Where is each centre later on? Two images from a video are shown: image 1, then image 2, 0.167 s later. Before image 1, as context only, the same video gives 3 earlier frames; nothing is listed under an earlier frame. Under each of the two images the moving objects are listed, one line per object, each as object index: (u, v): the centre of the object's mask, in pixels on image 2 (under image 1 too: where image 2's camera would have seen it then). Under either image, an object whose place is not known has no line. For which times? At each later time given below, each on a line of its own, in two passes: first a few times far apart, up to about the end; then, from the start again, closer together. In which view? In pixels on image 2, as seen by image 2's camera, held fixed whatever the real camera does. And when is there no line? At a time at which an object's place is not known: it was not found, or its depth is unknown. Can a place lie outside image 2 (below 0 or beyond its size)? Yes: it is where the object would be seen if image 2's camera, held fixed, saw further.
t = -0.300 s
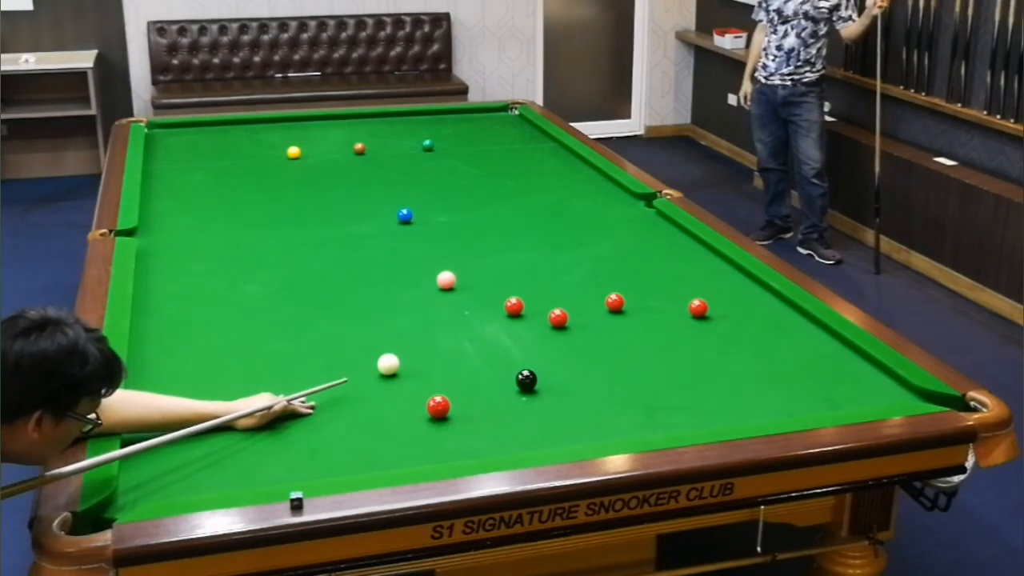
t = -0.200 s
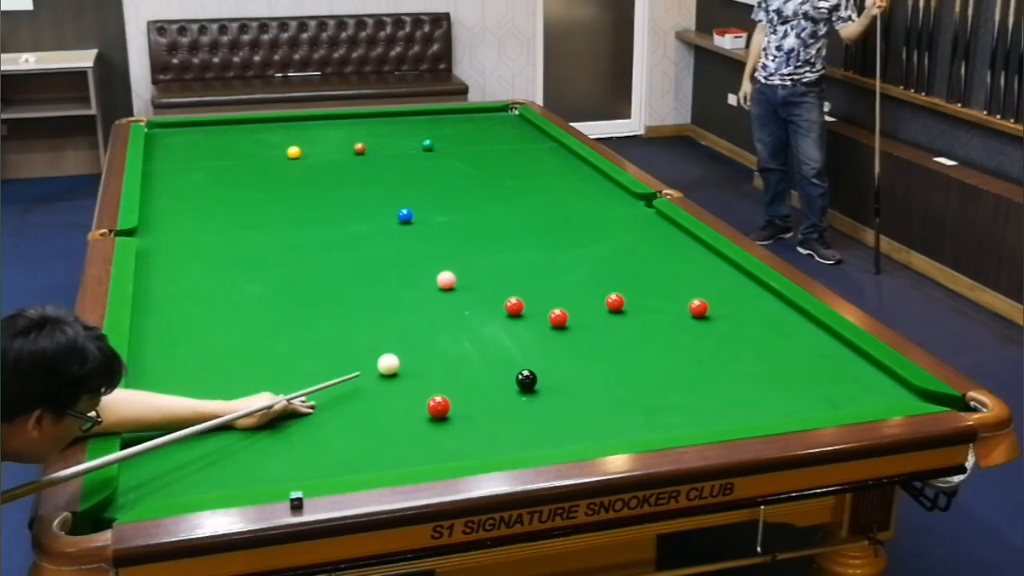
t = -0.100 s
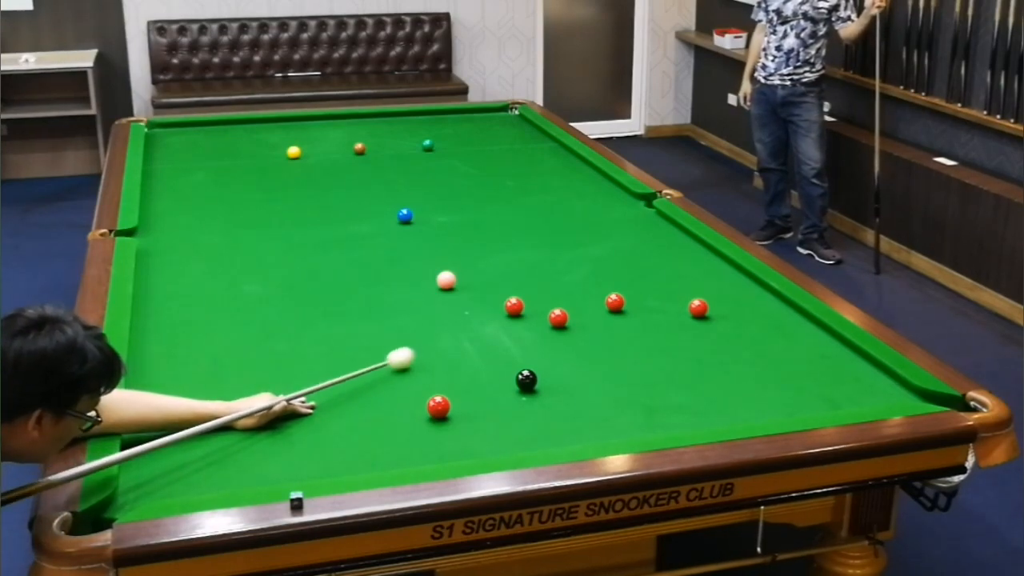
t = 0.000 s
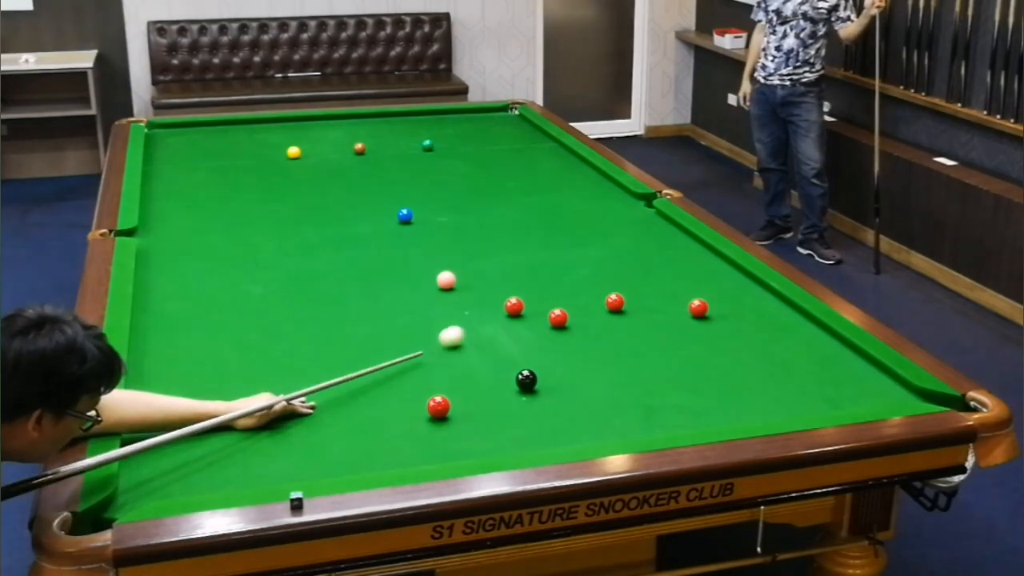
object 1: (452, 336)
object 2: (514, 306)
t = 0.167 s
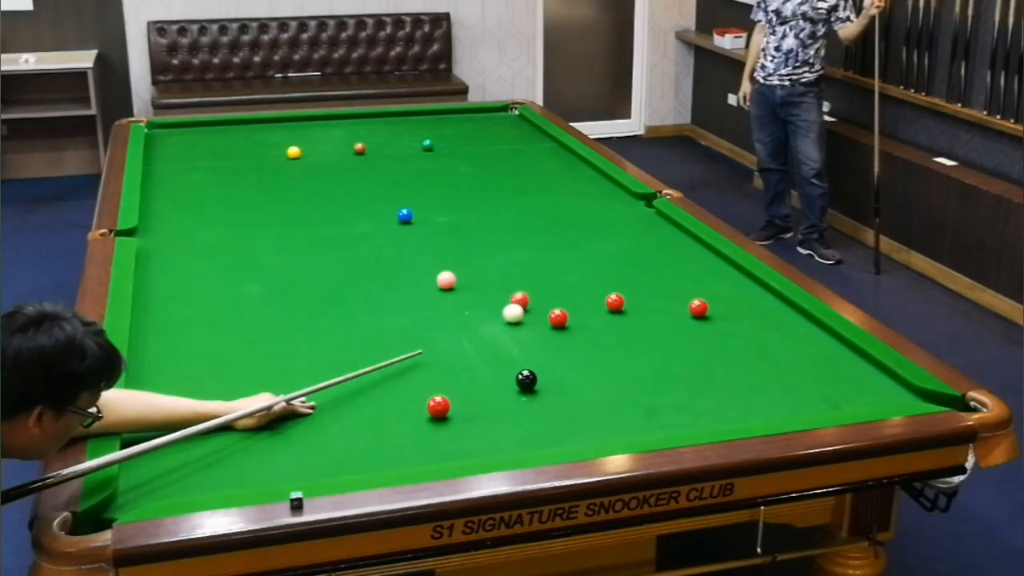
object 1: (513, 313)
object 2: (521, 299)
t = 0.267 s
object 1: (533, 313)
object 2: (535, 287)
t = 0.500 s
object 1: (574, 304)
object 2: (560, 263)
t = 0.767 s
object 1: (604, 294)
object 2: (585, 240)
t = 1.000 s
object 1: (621, 285)
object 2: (603, 223)
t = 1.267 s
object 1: (638, 275)
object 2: (622, 206)
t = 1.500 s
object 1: (651, 268)
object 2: (625, 196)
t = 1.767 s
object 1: (665, 260)
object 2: (589, 198)
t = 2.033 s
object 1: (678, 253)
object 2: (555, 201)
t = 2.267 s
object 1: (688, 247)
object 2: (526, 203)
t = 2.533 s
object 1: (697, 242)
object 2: (495, 204)
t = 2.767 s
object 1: (687, 241)
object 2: (471, 206)
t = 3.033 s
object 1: (675, 239)
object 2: (441, 208)
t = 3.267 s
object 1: (666, 238)
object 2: (417, 209)
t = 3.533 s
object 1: (658, 237)
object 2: (388, 212)
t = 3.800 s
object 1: (652, 236)
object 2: (363, 213)
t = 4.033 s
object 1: (647, 235)
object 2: (341, 214)
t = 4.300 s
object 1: (644, 235)
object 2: (318, 217)
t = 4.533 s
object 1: (642, 235)
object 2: (299, 218)
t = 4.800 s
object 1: (641, 235)
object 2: (278, 219)
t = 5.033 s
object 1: (642, 235)
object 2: (262, 220)
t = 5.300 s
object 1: (642, 235)
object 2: (245, 222)
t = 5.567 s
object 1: (642, 235)
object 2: (229, 223)
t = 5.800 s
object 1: (642, 235)
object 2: (217, 224)
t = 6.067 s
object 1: (642, 235)
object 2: (204, 225)
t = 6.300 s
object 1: (642, 235)
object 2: (195, 225)
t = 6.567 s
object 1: (642, 235)
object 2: (186, 226)
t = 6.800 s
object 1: (642, 235)
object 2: (179, 226)
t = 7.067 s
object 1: (642, 235)
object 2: (174, 227)
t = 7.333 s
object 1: (642, 235)
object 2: (170, 226)
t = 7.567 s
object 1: (642, 235)
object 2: (171, 226)
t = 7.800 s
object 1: (642, 235)
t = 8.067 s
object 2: (169, 227)
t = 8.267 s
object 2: (169, 227)
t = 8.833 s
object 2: (169, 227)
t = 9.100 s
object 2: (169, 227)
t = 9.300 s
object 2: (169, 227)
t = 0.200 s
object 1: (519, 314)
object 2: (525, 296)
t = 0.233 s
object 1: (526, 313)
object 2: (530, 291)
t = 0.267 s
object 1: (533, 313)
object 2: (535, 287)
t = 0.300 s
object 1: (540, 313)
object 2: (539, 283)
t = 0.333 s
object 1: (546, 311)
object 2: (543, 279)
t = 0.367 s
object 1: (551, 309)
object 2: (546, 276)
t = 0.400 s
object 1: (556, 307)
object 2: (550, 273)
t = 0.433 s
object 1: (562, 305)
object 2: (554, 269)
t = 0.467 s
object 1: (568, 305)
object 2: (557, 266)
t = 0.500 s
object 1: (574, 304)
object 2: (560, 263)
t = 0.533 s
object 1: (578, 303)
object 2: (563, 260)
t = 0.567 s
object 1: (584, 302)
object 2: (567, 257)
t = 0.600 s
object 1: (589, 301)
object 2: (570, 254)
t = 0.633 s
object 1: (593, 300)
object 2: (573, 251)
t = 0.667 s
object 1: (597, 299)
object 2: (576, 248)
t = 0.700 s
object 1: (599, 297)
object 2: (579, 245)
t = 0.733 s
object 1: (602, 296)
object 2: (582, 243)
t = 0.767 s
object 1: (604, 294)
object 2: (585, 240)
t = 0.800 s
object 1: (607, 293)
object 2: (587, 237)
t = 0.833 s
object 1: (609, 291)
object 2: (590, 235)
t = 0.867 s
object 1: (612, 290)
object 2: (593, 232)
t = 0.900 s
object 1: (614, 289)
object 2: (596, 230)
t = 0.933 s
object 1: (616, 288)
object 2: (598, 228)
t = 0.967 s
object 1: (619, 286)
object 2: (601, 225)
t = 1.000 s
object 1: (621, 285)
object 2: (603, 223)
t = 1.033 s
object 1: (623, 284)
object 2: (606, 221)
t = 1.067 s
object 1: (625, 283)
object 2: (608, 218)
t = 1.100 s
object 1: (628, 281)
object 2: (611, 216)
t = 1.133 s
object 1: (630, 280)
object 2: (613, 214)
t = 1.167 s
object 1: (632, 279)
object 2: (615, 212)
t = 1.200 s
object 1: (634, 278)
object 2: (617, 210)
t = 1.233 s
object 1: (636, 277)
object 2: (620, 207)
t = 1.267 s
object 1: (638, 275)
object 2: (622, 206)
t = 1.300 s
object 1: (640, 274)
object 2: (624, 203)
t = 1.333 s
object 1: (642, 273)
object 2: (626, 201)
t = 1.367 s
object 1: (644, 272)
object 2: (628, 200)
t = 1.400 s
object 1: (646, 271)
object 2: (630, 197)
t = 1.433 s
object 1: (647, 270)
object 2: (632, 196)
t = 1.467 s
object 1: (649, 269)
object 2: (630, 195)
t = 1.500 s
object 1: (651, 268)
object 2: (625, 196)
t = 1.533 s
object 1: (653, 267)
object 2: (620, 196)
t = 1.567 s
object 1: (655, 266)
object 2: (615, 196)
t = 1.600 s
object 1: (657, 265)
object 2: (611, 197)
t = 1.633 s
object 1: (658, 264)
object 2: (607, 197)
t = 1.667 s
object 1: (660, 263)
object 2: (602, 197)
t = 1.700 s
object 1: (662, 262)
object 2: (598, 198)
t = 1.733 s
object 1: (663, 261)
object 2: (594, 198)
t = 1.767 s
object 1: (665, 260)
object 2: (589, 198)
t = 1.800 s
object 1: (667, 259)
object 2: (585, 199)
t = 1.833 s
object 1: (668, 258)
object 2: (581, 199)
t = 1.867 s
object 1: (670, 257)
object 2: (576, 199)
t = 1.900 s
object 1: (672, 256)
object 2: (572, 199)
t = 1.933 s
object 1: (673, 256)
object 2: (568, 200)
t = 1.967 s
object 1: (675, 255)
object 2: (564, 200)
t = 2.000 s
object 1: (676, 254)
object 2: (559, 201)
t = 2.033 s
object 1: (678, 253)
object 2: (555, 201)
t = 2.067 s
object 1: (679, 252)
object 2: (551, 201)
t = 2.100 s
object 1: (681, 251)
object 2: (547, 201)
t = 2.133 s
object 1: (682, 251)
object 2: (543, 201)
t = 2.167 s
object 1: (684, 250)
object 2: (539, 202)
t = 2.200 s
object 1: (685, 249)
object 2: (535, 202)
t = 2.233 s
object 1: (686, 248)
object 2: (530, 202)
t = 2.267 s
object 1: (688, 247)
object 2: (526, 203)
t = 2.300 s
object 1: (689, 247)
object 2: (522, 203)
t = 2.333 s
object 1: (691, 246)
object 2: (519, 203)
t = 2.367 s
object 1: (692, 245)
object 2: (514, 203)
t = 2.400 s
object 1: (693, 245)
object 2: (510, 203)
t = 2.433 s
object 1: (694, 244)
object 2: (506, 204)
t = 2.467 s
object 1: (696, 243)
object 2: (502, 204)
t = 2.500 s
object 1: (697, 242)
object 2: (499, 204)
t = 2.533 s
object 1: (697, 242)
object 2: (495, 204)
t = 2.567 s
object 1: (695, 242)
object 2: (491, 205)
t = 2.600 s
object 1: (693, 242)
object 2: (487, 205)
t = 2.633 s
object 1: (692, 241)
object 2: (482, 205)
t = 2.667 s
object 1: (690, 241)
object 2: (479, 205)
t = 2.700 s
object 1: (689, 241)
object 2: (475, 206)
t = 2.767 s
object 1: (687, 241)
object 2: (471, 206)
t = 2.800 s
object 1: (685, 240)
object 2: (467, 206)
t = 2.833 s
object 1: (684, 240)
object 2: (464, 206)
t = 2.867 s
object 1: (682, 240)
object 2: (460, 207)
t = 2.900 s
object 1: (681, 240)
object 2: (456, 207)
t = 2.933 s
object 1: (679, 239)
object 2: (452, 208)
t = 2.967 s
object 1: (678, 239)
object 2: (449, 208)
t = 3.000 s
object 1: (677, 239)
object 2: (445, 208)
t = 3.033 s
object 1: (675, 239)
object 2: (441, 208)
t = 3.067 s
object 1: (674, 239)
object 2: (437, 208)
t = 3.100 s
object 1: (672, 239)
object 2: (434, 208)
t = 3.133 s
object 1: (671, 238)
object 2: (430, 209)
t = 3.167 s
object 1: (670, 238)
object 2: (427, 209)
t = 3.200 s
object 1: (669, 238)
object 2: (423, 209)
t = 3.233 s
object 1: (667, 238)
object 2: (420, 209)
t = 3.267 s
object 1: (666, 238)
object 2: (417, 209)
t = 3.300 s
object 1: (665, 238)
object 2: (414, 208)
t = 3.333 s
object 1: (664, 238)
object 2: (411, 208)
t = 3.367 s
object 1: (663, 237)
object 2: (406, 207)
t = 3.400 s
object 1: (662, 237)
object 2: (401, 207)
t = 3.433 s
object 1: (661, 237)
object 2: (397, 209)
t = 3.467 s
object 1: (660, 237)
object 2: (394, 210)
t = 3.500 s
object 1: (659, 237)
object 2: (392, 211)
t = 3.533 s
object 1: (658, 237)
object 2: (388, 212)
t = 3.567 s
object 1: (657, 237)
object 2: (385, 212)
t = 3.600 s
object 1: (656, 237)
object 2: (382, 212)
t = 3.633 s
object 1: (655, 236)
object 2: (379, 212)
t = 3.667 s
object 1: (655, 236)
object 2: (376, 212)
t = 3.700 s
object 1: (654, 236)
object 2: (372, 212)
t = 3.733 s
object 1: (653, 236)
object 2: (369, 213)
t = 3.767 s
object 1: (652, 236)
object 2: (366, 213)
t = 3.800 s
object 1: (652, 236)
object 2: (363, 213)
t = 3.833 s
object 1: (651, 236)
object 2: (360, 213)
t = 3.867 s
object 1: (650, 236)
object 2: (356, 213)
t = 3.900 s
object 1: (650, 236)
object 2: (354, 214)
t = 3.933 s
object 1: (649, 236)
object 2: (350, 214)
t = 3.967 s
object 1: (648, 235)
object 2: (347, 214)
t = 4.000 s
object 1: (648, 235)
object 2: (344, 214)
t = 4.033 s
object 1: (647, 235)
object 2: (341, 214)
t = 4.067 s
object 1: (647, 235)
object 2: (338, 215)
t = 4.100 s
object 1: (646, 235)
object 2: (335, 215)
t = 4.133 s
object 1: (646, 235)
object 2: (332, 215)
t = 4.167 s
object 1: (646, 235)
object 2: (329, 215)
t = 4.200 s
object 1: (645, 235)
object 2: (326, 216)
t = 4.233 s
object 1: (645, 235)
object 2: (323, 216)
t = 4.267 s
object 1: (645, 235)
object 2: (320, 216)
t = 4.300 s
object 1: (644, 235)
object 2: (318, 217)
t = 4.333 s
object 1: (644, 235)
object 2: (315, 217)
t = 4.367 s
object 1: (643, 235)
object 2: (312, 217)
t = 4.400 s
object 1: (643, 235)
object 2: (309, 217)
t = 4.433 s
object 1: (643, 235)
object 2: (307, 217)
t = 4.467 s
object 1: (643, 235)
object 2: (304, 217)
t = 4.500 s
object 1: (642, 235)
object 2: (301, 217)
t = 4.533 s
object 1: (642, 235)
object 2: (299, 218)
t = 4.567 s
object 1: (642, 235)
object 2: (296, 218)
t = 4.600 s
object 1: (642, 235)
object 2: (293, 218)
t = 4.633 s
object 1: (642, 235)
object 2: (291, 218)
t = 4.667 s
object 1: (642, 235)
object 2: (288, 218)
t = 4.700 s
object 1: (642, 235)
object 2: (286, 219)
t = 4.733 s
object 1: (641, 235)
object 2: (283, 219)
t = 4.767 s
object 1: (641, 235)
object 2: (281, 219)
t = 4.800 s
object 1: (641, 235)
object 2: (278, 219)
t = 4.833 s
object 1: (641, 235)
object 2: (276, 219)
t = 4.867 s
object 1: (641, 235)
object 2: (273, 220)
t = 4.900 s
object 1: (641, 235)
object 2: (271, 219)
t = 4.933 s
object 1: (641, 235)
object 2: (269, 220)
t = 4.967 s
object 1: (642, 235)
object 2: (266, 220)
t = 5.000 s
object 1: (642, 235)
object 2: (264, 220)
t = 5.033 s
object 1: (642, 235)
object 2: (262, 220)
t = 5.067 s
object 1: (642, 235)
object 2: (260, 220)
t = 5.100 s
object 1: (642, 235)
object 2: (257, 221)
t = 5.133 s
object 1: (642, 235)
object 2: (255, 220)
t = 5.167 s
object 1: (642, 235)
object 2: (253, 221)
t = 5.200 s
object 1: (642, 235)
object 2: (251, 221)
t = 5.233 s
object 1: (642, 235)
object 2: (249, 221)
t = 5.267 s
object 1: (642, 235)
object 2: (247, 221)
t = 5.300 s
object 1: (642, 235)
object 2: (245, 222)
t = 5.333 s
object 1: (642, 235)
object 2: (243, 222)
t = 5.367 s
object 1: (642, 235)
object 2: (240, 222)
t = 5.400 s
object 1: (642, 235)
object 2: (239, 222)
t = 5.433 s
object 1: (642, 235)
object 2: (237, 223)
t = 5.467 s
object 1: (642, 235)
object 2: (235, 222)
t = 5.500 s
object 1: (642, 235)
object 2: (233, 223)
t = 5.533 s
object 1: (642, 235)
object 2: (231, 223)
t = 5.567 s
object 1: (642, 235)
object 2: (229, 223)
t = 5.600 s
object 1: (642, 235)
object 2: (227, 223)
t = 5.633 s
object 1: (642, 235)
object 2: (225, 223)
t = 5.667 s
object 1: (642, 235)
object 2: (224, 223)
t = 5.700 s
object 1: (642, 235)
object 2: (222, 224)
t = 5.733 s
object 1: (642, 235)
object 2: (220, 224)
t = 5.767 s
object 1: (642, 235)
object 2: (218, 224)
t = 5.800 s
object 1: (642, 235)
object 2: (217, 224)
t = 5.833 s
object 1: (642, 235)
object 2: (215, 224)
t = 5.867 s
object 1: (642, 235)
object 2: (214, 224)
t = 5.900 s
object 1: (642, 235)
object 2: (212, 224)
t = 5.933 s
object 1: (642, 235)
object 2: (210, 224)
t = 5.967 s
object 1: (642, 235)
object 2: (209, 225)
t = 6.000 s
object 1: (642, 235)
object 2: (207, 225)
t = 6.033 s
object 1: (642, 235)
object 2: (206, 225)
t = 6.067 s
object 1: (642, 235)
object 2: (204, 225)
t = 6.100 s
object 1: (642, 235)
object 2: (203, 225)
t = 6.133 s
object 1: (642, 235)
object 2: (202, 225)
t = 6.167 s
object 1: (642, 235)
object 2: (200, 225)
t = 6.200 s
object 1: (642, 235)
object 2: (199, 225)
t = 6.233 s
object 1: (642, 235)
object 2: (197, 225)
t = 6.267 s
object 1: (642, 235)
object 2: (196, 225)
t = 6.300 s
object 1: (642, 235)
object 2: (195, 225)
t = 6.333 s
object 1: (642, 235)
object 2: (194, 225)
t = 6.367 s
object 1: (642, 235)
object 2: (192, 226)
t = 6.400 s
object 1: (642, 235)
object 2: (191, 226)
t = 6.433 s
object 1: (642, 235)
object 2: (190, 226)
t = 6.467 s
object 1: (642, 235)
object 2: (189, 226)
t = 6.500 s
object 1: (642, 235)
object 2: (188, 226)
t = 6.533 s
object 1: (642, 235)
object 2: (187, 226)
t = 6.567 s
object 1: (642, 235)
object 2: (186, 226)
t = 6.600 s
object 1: (642, 235)
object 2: (185, 226)
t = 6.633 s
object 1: (642, 235)
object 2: (184, 226)
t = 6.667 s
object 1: (642, 235)
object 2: (183, 226)
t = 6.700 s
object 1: (642, 235)
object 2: (182, 226)
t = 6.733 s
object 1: (642, 235)
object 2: (181, 226)
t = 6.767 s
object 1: (642, 235)
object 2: (180, 226)
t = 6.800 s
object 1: (642, 235)
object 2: (179, 226)
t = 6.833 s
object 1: (642, 235)
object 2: (179, 226)
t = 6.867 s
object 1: (642, 235)
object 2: (178, 226)
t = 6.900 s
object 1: (642, 235)
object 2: (177, 226)
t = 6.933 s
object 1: (642, 235)
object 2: (176, 227)
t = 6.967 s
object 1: (642, 235)
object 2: (176, 226)
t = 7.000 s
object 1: (642, 235)
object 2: (175, 226)
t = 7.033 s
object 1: (642, 235)
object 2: (175, 226)
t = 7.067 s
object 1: (642, 235)
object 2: (174, 227)
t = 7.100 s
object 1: (642, 235)
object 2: (174, 226)
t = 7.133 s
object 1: (642, 235)
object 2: (173, 226)
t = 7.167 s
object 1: (642, 235)
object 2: (173, 226)
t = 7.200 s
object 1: (642, 235)
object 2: (172, 226)
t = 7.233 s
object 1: (642, 235)
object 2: (172, 226)
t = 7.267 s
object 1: (642, 235)
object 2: (171, 226)
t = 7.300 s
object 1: (642, 235)
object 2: (171, 226)
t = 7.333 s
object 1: (642, 235)
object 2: (170, 226)
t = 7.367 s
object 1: (642, 235)
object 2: (170, 227)
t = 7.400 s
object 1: (642, 235)
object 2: (170, 227)
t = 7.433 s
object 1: (642, 235)
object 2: (170, 227)
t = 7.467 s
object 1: (642, 235)
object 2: (169, 227)
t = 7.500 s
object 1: (642, 235)
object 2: (169, 227)
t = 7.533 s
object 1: (642, 235)
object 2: (169, 227)
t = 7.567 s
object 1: (642, 235)
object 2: (171, 226)
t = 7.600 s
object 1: (642, 235)
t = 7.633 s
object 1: (642, 235)
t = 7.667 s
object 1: (642, 235)
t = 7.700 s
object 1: (642, 235)
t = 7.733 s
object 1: (642, 235)
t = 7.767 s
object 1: (642, 235)
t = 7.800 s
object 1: (642, 235)
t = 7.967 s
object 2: (169, 227)
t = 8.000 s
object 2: (169, 227)
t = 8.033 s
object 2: (169, 227)
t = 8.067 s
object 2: (169, 227)
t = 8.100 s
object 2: (169, 227)
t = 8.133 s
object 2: (169, 227)
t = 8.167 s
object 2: (169, 227)
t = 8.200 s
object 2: (169, 227)
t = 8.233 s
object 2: (169, 227)
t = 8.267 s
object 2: (169, 227)
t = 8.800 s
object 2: (169, 227)
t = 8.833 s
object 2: (169, 227)
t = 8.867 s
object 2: (169, 227)
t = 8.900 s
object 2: (169, 227)
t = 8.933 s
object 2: (169, 227)
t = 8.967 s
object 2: (169, 227)
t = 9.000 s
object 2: (169, 227)
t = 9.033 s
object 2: (169, 227)
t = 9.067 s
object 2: (169, 227)
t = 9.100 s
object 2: (169, 227)
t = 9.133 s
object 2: (169, 227)
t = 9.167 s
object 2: (169, 227)
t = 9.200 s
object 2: (169, 227)
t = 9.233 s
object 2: (169, 227)
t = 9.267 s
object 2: (169, 227)
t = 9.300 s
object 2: (169, 227)
